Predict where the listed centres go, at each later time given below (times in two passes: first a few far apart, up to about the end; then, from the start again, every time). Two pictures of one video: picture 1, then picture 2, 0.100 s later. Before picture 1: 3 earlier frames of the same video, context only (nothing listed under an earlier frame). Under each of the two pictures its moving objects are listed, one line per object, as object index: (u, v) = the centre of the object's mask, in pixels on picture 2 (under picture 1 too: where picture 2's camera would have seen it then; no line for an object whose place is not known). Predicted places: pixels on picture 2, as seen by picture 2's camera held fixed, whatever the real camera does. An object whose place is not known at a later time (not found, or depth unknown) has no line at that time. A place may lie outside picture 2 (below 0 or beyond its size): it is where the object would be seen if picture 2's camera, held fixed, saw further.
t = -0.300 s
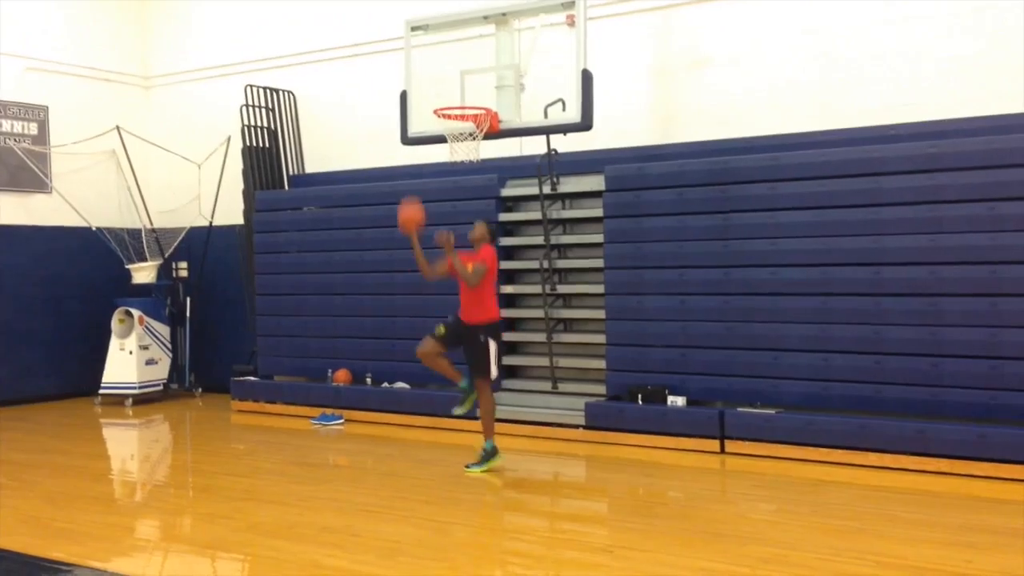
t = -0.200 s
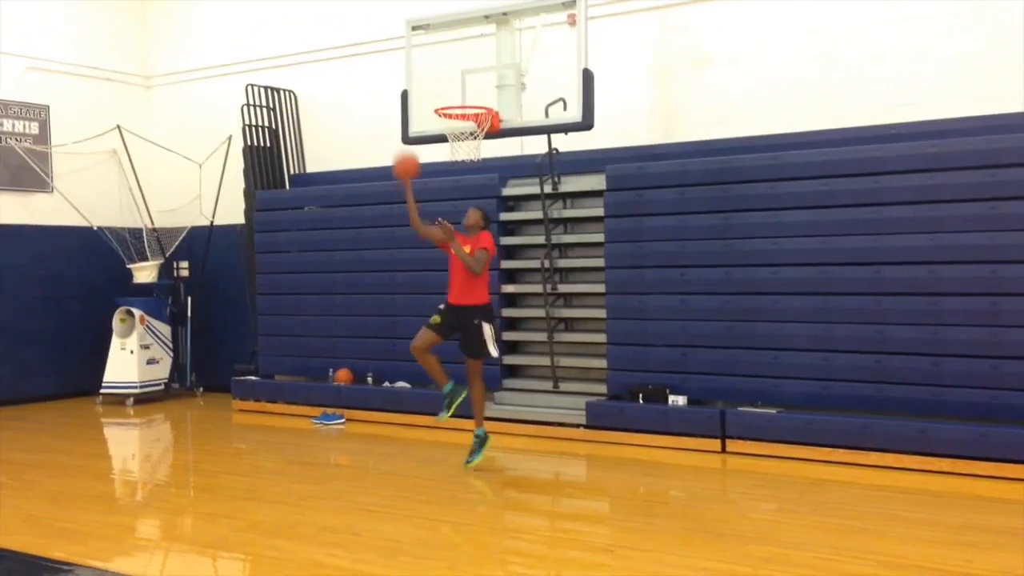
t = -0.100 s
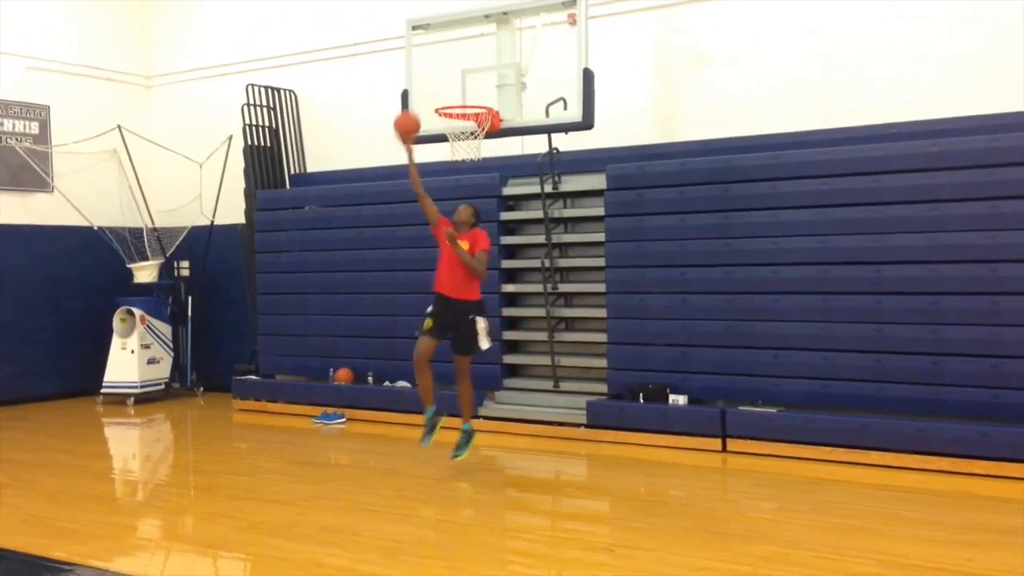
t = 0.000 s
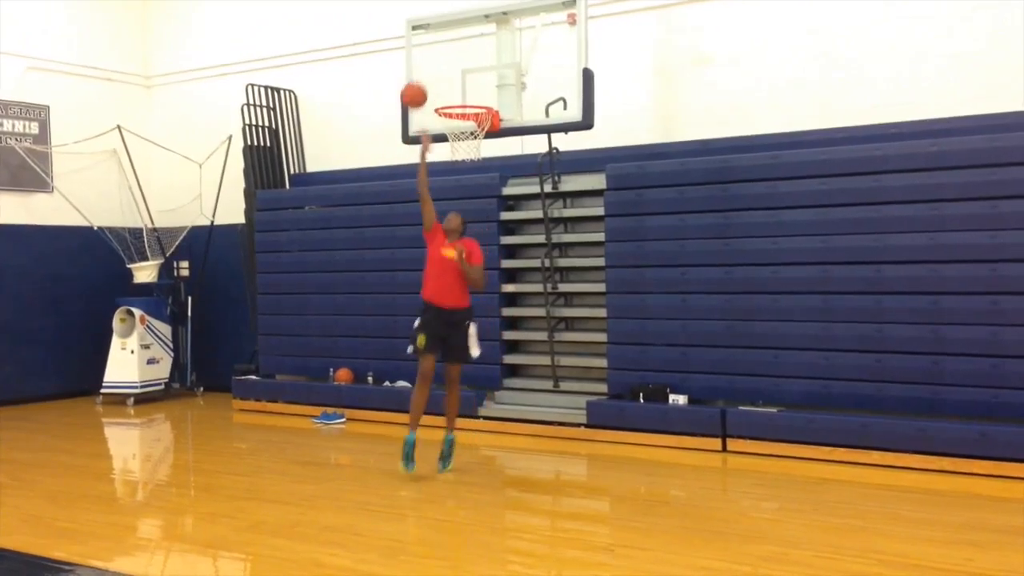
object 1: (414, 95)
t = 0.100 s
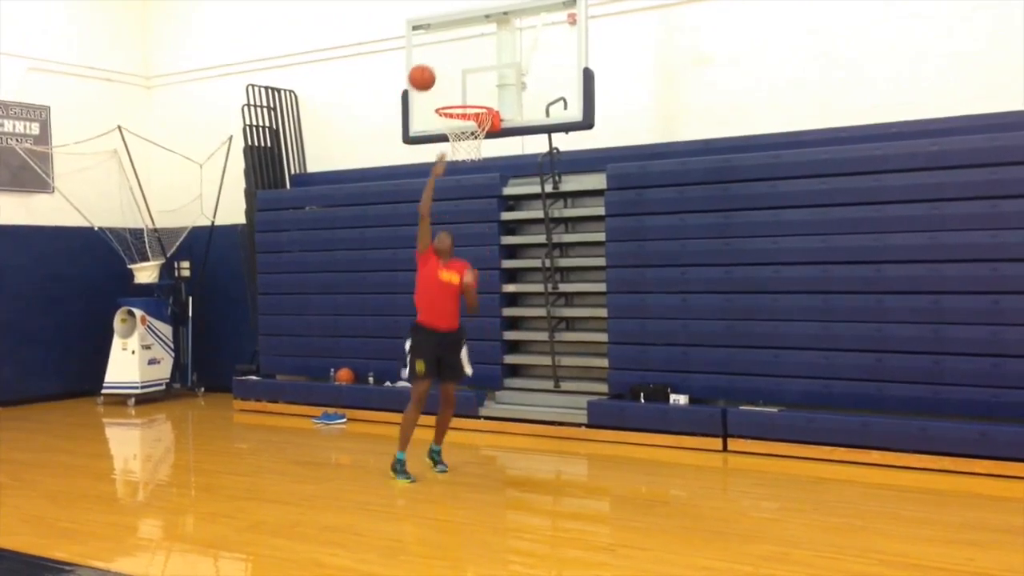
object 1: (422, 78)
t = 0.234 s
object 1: (432, 72)
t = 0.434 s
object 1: (448, 99)
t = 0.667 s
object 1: (477, 176)
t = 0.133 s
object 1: (424, 74)
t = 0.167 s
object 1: (427, 72)
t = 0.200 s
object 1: (429, 71)
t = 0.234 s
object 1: (432, 72)
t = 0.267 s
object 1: (435, 74)
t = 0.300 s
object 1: (437, 77)
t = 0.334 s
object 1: (440, 81)
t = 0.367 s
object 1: (443, 87)
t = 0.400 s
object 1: (445, 94)
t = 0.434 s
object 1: (448, 99)
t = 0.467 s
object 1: (453, 109)
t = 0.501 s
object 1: (456, 117)
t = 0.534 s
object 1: (461, 126)
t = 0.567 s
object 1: (465, 137)
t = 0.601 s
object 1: (470, 148)
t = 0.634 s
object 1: (474, 164)
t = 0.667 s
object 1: (477, 176)
